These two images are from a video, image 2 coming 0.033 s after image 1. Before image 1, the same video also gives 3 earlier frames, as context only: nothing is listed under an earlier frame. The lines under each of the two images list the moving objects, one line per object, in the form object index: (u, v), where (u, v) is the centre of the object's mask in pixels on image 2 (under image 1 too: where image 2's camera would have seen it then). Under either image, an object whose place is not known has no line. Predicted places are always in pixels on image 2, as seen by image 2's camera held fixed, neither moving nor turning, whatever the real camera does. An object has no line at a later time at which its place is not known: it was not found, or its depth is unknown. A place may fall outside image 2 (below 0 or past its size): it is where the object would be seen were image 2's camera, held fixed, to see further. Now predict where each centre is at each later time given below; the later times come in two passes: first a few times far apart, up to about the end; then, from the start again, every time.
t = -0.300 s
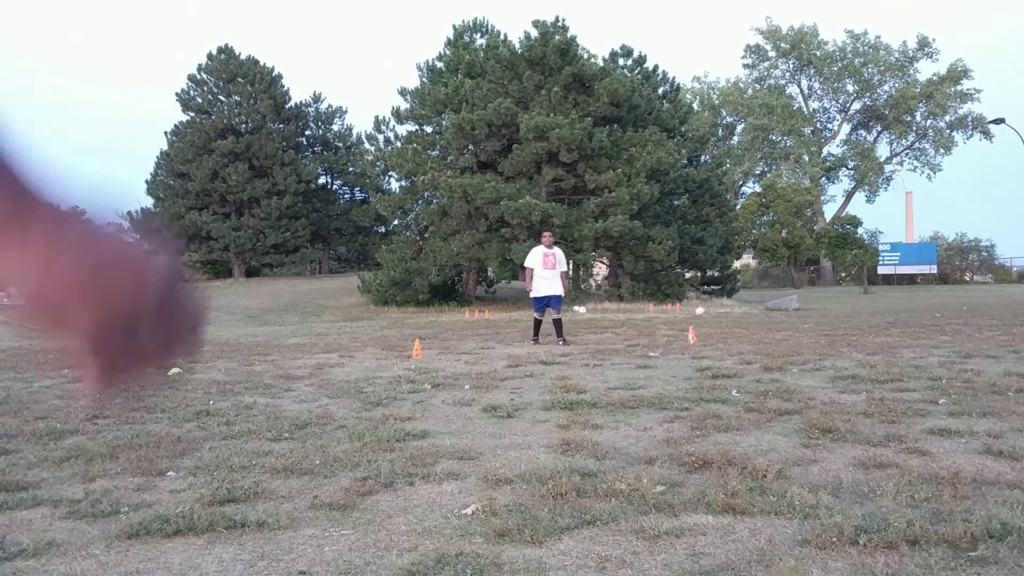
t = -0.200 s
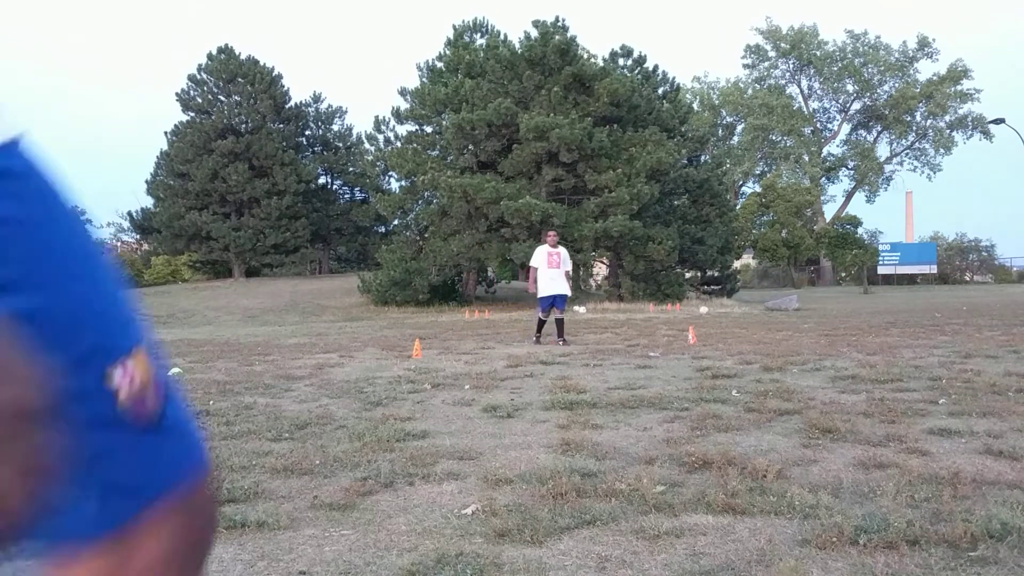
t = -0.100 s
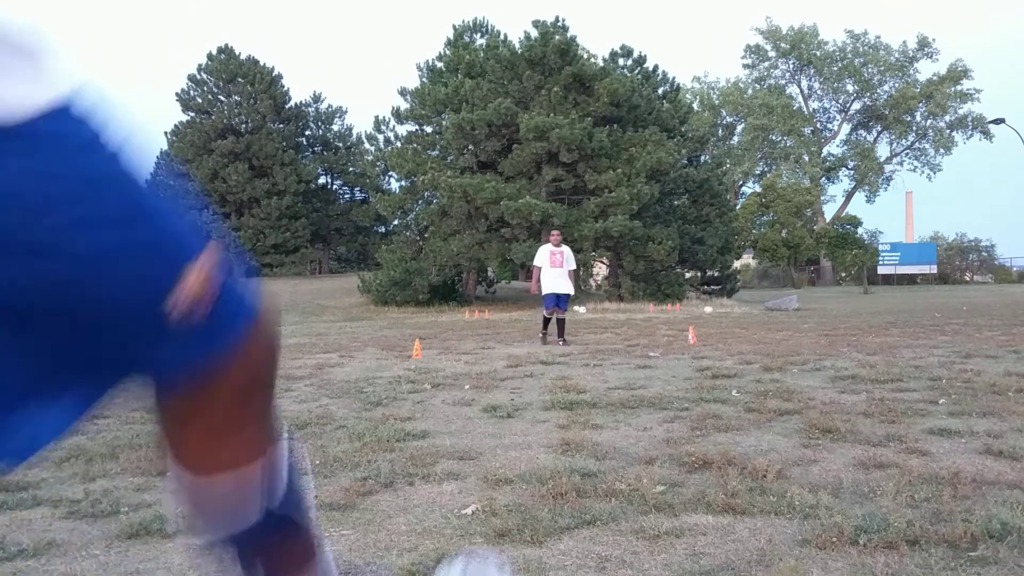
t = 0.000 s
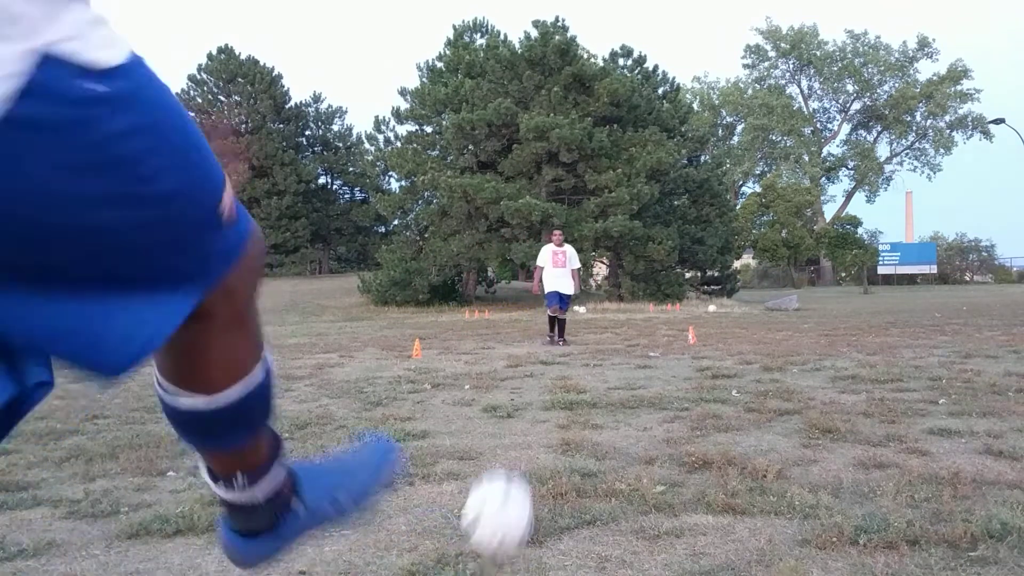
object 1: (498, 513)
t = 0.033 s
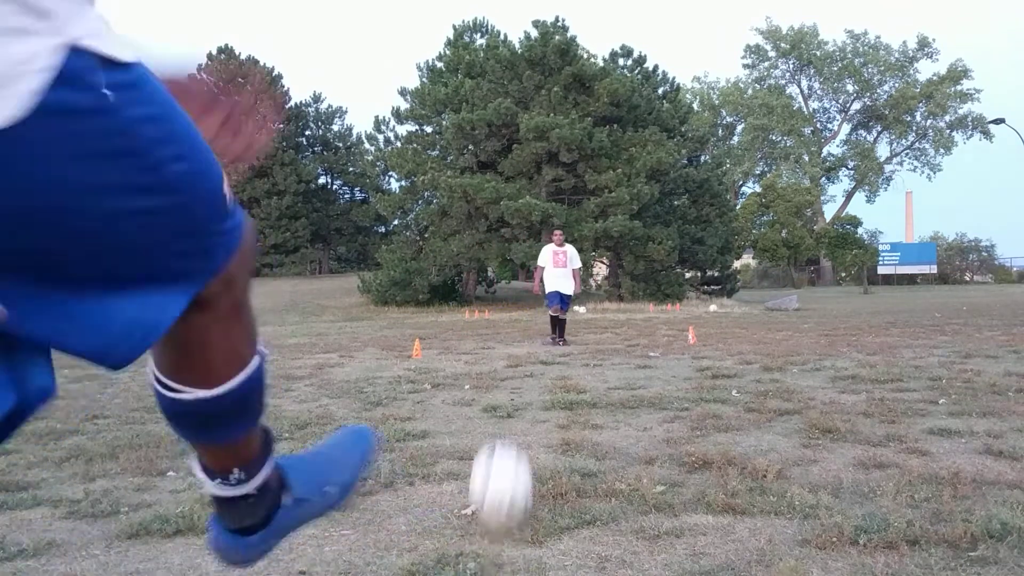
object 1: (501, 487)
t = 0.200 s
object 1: (503, 409)
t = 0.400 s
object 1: (501, 383)
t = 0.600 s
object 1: (498, 372)
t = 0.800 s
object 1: (495, 362)
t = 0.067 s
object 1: (502, 455)
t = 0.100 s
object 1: (502, 438)
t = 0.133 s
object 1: (503, 421)
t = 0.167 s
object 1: (502, 414)
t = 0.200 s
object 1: (503, 409)
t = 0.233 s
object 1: (504, 407)
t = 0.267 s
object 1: (504, 407)
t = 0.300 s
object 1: (504, 408)
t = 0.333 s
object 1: (503, 399)
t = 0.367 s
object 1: (502, 390)
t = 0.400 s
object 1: (501, 383)
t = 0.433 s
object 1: (500, 378)
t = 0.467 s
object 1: (500, 376)
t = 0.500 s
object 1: (499, 375)
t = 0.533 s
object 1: (498, 375)
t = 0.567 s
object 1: (498, 377)
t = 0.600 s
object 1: (498, 372)
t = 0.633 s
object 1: (497, 367)
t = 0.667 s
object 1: (497, 365)
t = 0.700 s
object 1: (496, 362)
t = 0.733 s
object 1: (496, 361)
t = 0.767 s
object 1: (495, 362)
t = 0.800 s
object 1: (495, 362)
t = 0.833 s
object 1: (495, 357)
